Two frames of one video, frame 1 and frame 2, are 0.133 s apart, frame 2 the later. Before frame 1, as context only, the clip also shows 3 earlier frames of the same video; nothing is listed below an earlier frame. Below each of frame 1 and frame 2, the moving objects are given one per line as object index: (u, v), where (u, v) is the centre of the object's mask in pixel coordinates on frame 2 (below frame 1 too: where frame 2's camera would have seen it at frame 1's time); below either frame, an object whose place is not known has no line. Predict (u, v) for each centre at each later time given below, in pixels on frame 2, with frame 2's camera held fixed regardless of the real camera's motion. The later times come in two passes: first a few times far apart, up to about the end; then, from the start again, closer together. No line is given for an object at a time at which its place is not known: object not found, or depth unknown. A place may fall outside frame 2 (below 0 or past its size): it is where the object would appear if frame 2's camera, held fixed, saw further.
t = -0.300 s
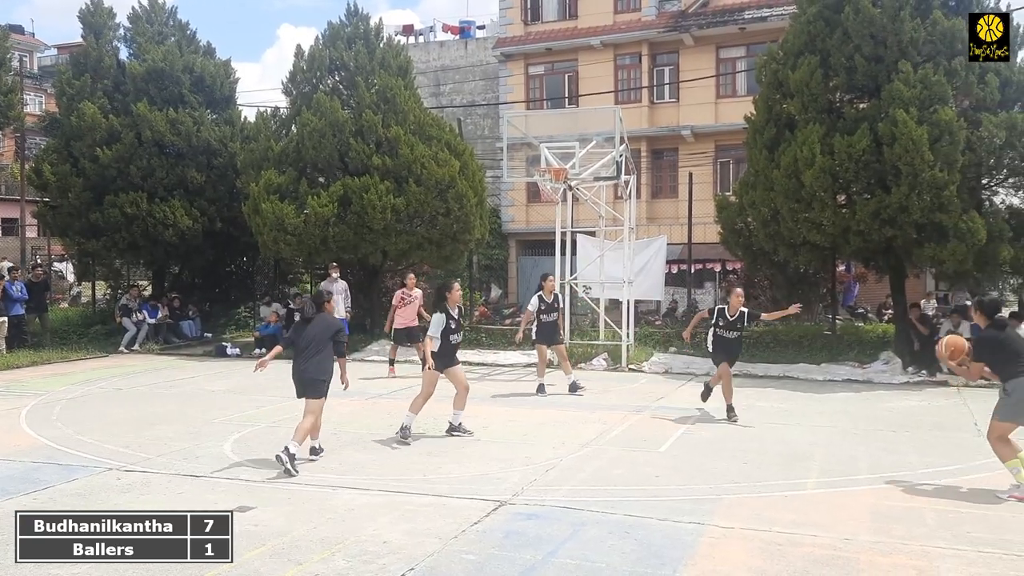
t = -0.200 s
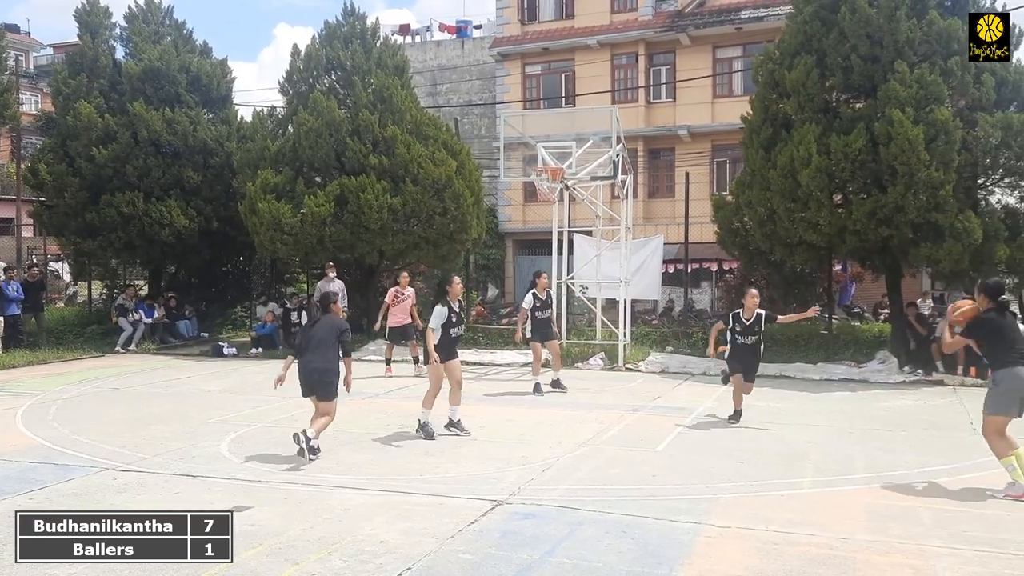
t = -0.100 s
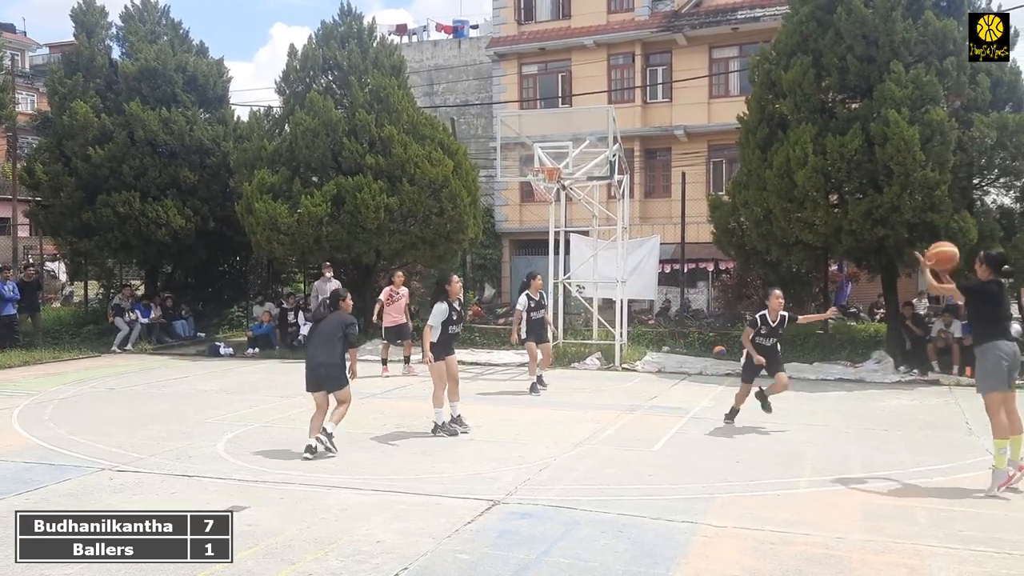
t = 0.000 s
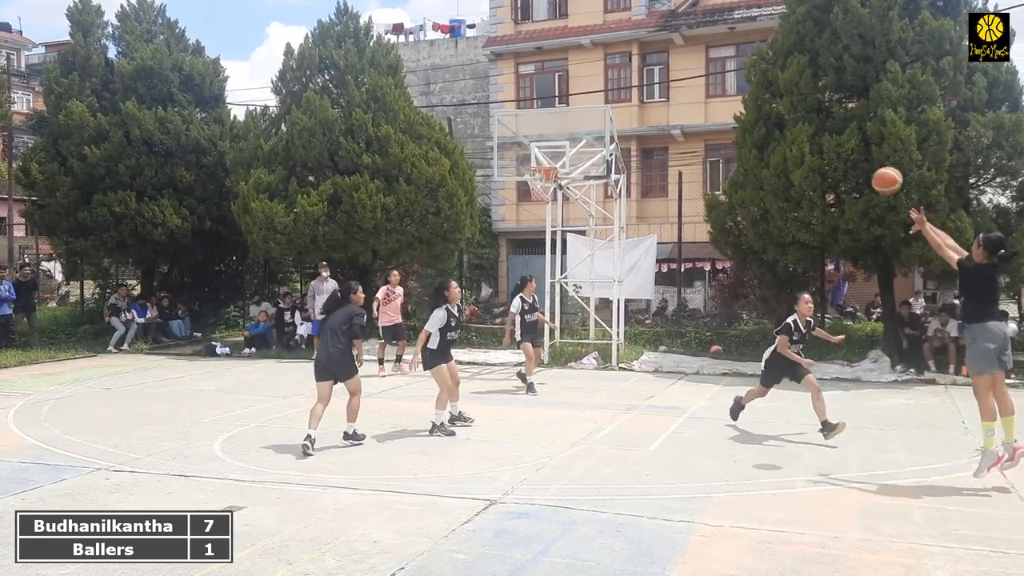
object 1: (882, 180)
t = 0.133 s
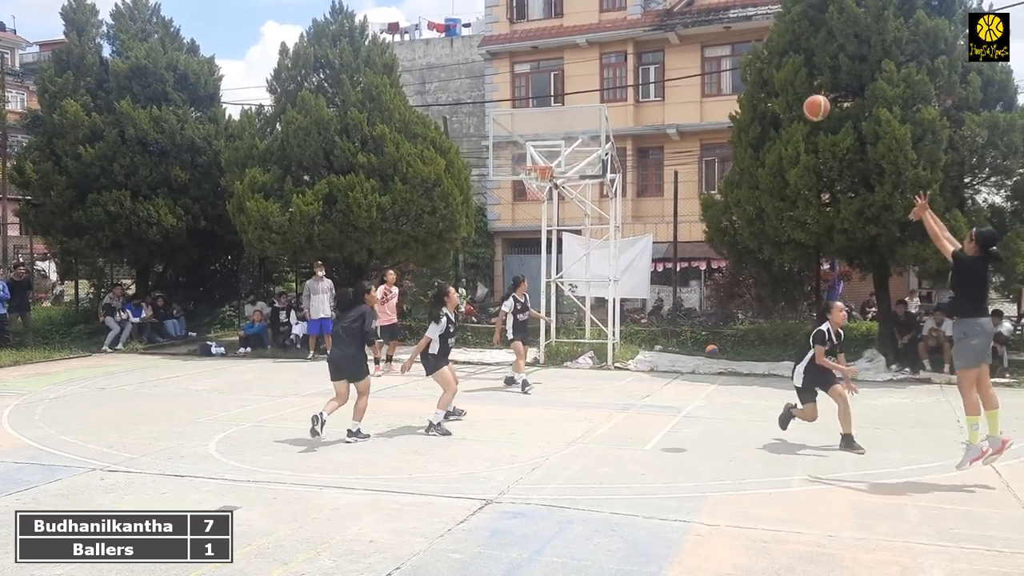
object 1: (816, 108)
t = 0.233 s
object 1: (773, 72)
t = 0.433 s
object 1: (702, 40)
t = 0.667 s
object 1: (634, 52)
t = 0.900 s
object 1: (580, 100)
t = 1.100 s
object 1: (542, 161)
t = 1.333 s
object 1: (557, 143)
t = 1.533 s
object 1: (575, 161)
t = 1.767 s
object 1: (598, 232)
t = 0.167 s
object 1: (802, 94)
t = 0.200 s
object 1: (787, 82)
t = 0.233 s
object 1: (773, 72)
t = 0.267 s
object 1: (760, 64)
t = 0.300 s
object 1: (747, 56)
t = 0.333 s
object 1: (735, 50)
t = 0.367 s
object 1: (724, 45)
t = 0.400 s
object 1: (712, 42)
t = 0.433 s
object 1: (702, 40)
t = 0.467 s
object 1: (691, 38)
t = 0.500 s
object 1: (681, 39)
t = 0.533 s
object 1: (671, 39)
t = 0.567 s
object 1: (660, 41)
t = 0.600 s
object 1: (652, 44)
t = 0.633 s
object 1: (643, 47)
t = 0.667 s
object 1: (634, 52)
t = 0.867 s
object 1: (586, 92)
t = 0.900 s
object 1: (580, 100)
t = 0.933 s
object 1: (573, 110)
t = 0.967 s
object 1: (566, 121)
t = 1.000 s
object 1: (559, 131)
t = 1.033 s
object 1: (553, 141)
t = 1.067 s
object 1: (547, 153)
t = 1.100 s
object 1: (542, 161)
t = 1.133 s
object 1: (544, 159)
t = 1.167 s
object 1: (546, 154)
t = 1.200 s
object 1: (548, 151)
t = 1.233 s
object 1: (550, 147)
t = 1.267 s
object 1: (553, 145)
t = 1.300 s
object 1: (555, 144)
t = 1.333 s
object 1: (557, 143)
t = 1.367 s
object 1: (560, 145)
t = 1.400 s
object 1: (563, 146)
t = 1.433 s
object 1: (566, 148)
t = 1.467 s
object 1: (569, 152)
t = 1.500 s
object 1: (572, 156)
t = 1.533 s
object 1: (575, 161)
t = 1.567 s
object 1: (578, 167)
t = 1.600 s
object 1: (581, 175)
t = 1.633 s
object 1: (584, 184)
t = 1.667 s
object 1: (588, 193)
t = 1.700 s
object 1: (591, 205)
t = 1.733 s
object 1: (594, 218)
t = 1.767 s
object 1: (598, 232)
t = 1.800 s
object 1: (603, 248)
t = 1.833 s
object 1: (607, 265)
